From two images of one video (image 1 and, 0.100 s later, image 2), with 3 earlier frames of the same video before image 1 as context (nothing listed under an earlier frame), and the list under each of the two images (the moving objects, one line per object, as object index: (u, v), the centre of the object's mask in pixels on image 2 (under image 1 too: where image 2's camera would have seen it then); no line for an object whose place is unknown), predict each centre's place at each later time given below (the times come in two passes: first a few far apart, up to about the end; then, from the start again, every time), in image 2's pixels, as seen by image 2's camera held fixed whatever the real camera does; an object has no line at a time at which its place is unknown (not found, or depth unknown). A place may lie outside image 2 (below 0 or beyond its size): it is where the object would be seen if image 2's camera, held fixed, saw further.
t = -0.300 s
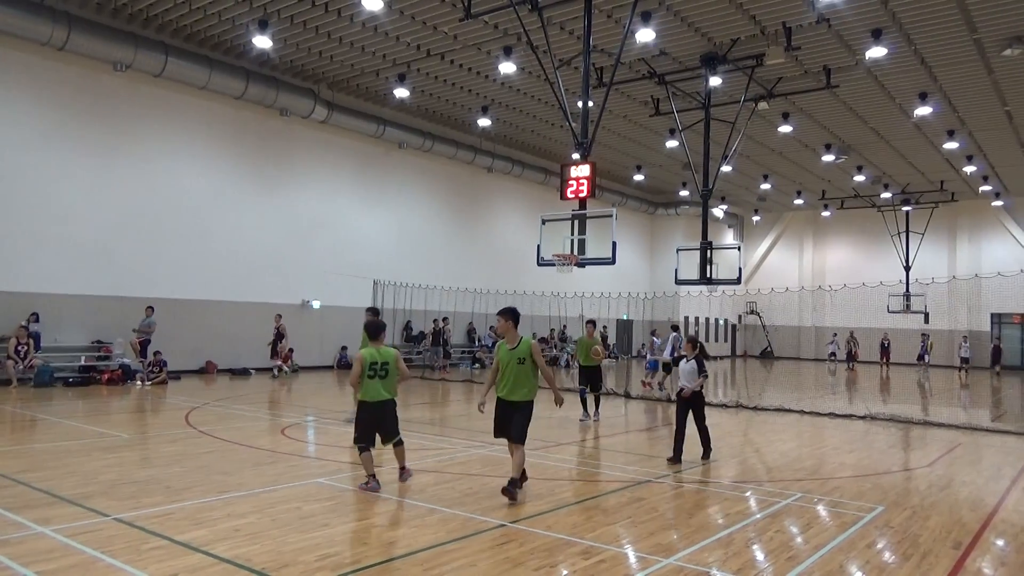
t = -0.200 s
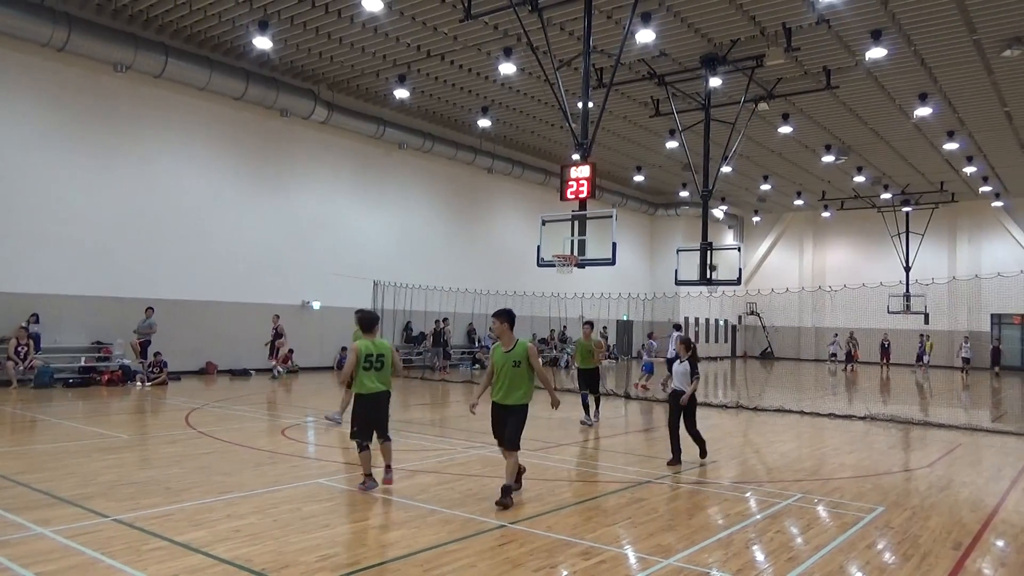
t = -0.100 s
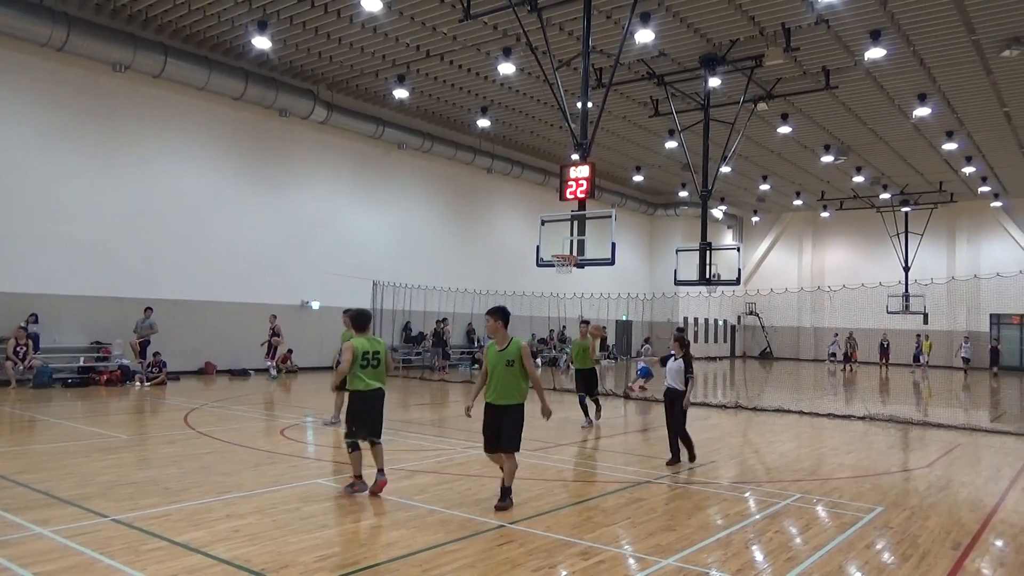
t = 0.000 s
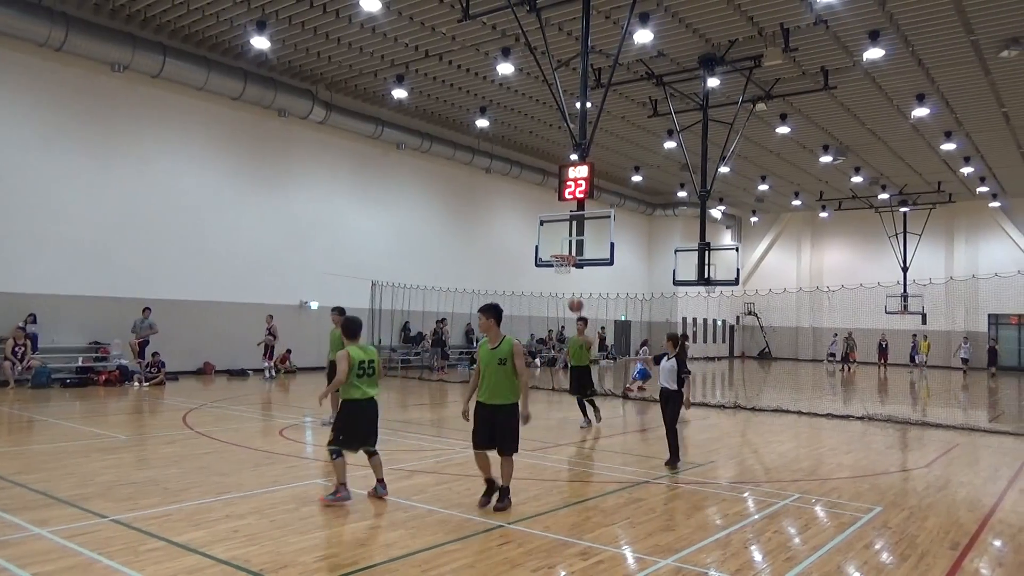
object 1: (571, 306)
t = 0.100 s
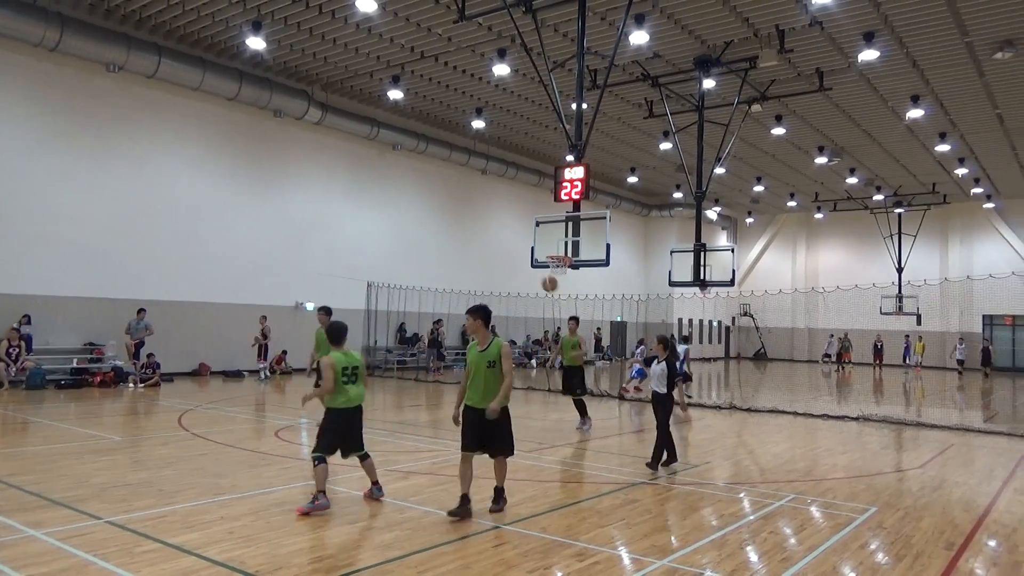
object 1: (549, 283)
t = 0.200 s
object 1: (525, 266)
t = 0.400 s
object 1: (465, 246)
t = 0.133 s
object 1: (541, 277)
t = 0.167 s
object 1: (533, 272)
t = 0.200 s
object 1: (525, 266)
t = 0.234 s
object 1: (516, 261)
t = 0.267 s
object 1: (507, 257)
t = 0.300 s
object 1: (497, 253)
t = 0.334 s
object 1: (486, 250)
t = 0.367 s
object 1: (476, 248)
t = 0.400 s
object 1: (465, 246)
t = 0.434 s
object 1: (453, 246)
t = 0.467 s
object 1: (441, 246)
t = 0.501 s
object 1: (428, 247)
